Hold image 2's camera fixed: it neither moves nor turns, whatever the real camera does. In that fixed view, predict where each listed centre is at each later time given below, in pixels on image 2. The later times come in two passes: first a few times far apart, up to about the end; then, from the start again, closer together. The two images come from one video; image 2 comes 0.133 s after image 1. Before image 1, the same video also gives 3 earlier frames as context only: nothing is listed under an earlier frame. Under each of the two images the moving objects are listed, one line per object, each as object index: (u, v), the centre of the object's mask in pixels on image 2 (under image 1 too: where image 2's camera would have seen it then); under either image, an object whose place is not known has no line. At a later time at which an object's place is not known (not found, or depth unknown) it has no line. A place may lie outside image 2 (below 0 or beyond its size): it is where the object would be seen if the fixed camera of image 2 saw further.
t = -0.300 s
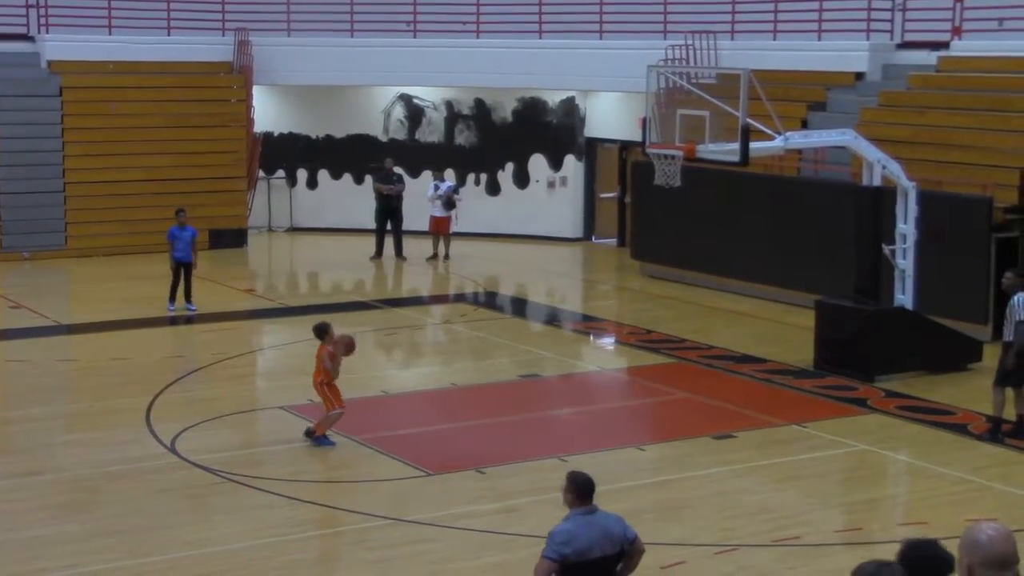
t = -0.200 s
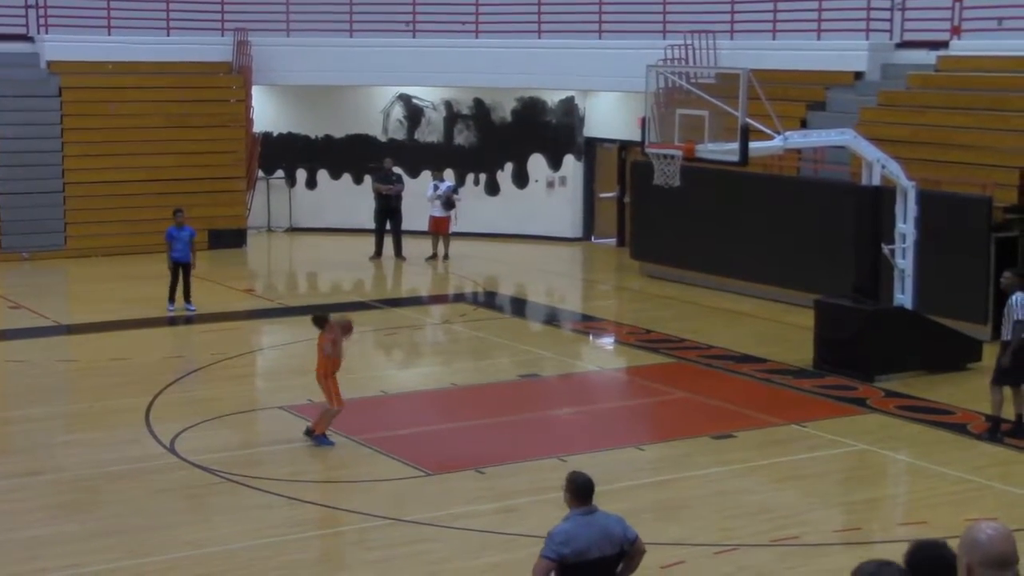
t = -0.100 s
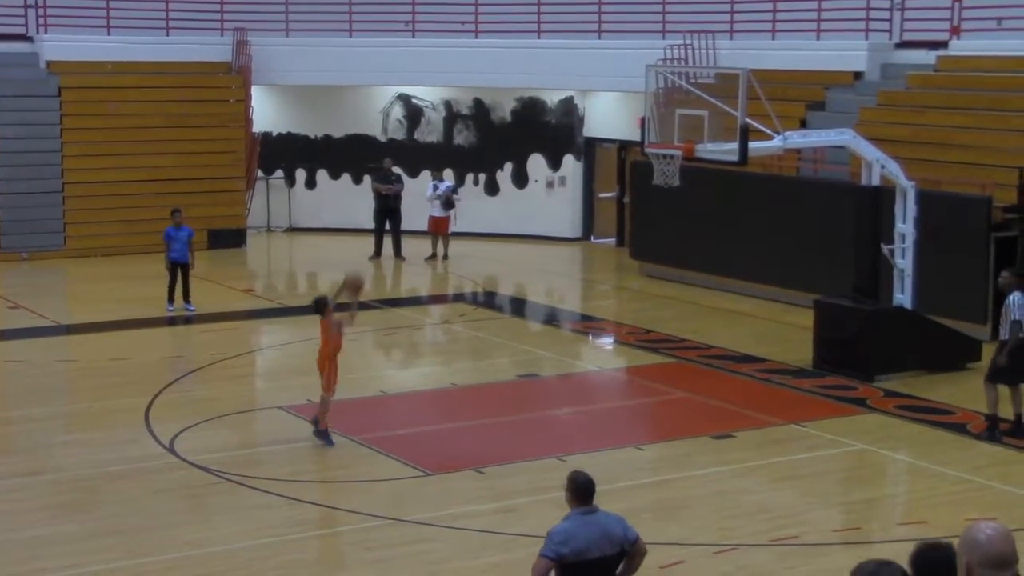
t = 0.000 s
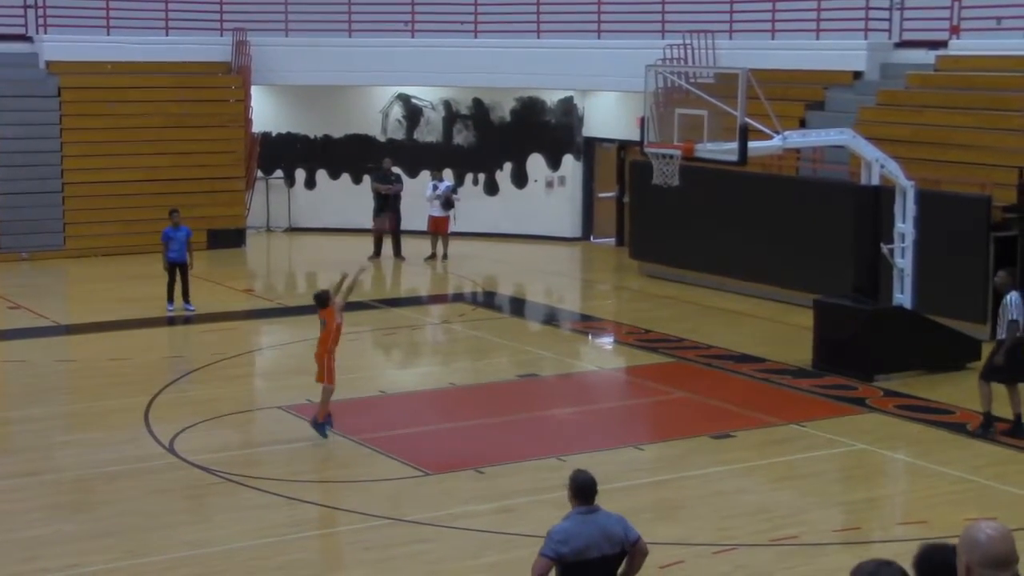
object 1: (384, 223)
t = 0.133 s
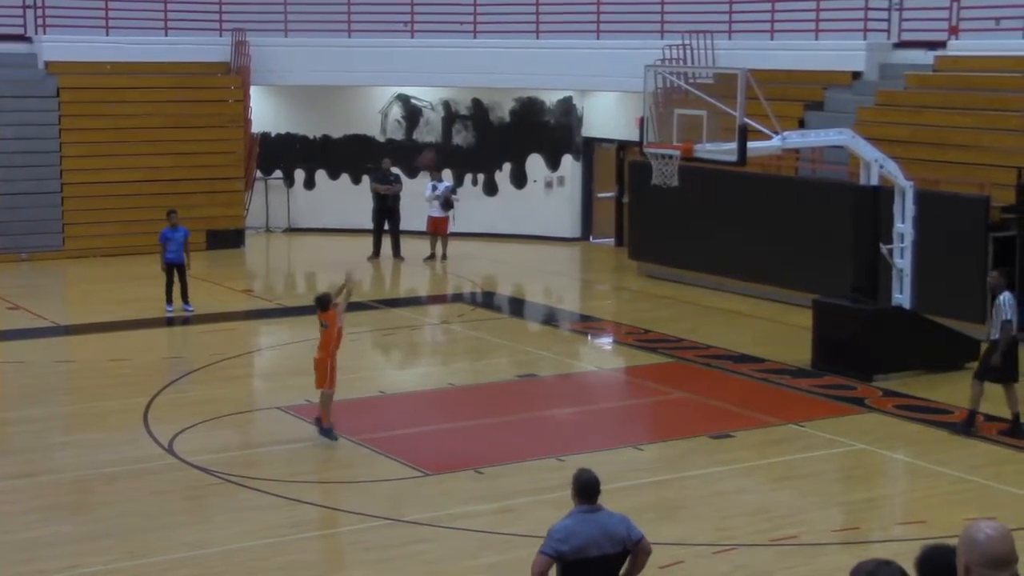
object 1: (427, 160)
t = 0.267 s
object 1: (469, 117)
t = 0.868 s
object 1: (645, 106)
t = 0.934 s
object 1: (659, 123)
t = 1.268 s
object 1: (665, 114)
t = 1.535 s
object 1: (628, 139)
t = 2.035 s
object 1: (563, 339)
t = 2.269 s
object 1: (548, 310)
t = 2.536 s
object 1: (533, 242)
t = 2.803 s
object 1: (519, 230)
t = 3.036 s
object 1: (507, 265)
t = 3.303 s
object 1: (495, 355)
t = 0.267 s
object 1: (469, 117)
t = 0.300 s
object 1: (480, 108)
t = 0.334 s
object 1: (492, 98)
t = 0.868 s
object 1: (645, 106)
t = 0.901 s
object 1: (652, 116)
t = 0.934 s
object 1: (659, 123)
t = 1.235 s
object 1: (669, 114)
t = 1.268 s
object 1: (665, 114)
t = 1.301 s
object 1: (658, 113)
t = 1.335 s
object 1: (655, 114)
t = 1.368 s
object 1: (652, 116)
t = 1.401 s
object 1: (646, 120)
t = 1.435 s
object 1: (642, 123)
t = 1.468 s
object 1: (638, 128)
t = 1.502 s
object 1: (633, 134)
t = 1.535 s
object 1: (628, 139)
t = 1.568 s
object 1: (625, 148)
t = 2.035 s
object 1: (563, 339)
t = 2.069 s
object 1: (559, 361)
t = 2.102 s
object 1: (556, 376)
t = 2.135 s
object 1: (554, 365)
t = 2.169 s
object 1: (551, 350)
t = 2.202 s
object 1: (549, 336)
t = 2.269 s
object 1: (548, 310)
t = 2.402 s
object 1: (540, 268)
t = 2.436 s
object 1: (538, 260)
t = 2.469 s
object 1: (537, 253)
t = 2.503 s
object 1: (535, 247)
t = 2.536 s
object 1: (533, 242)
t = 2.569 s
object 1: (532, 237)
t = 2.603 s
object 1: (530, 233)
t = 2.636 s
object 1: (528, 230)
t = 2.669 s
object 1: (526, 229)
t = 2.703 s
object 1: (524, 228)
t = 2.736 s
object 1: (523, 228)
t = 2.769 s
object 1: (521, 229)
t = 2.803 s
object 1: (519, 230)
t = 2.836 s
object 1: (518, 232)
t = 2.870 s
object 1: (516, 235)
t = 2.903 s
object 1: (514, 240)
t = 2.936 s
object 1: (513, 245)
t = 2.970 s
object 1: (511, 251)
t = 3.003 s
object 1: (509, 257)
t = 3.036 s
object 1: (507, 265)
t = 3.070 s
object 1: (506, 273)
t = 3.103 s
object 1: (504, 282)
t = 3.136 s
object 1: (503, 292)
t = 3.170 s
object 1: (502, 303)
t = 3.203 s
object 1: (498, 316)
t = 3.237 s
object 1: (498, 327)
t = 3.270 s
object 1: (496, 341)
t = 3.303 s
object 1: (495, 355)
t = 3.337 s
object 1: (492, 366)
